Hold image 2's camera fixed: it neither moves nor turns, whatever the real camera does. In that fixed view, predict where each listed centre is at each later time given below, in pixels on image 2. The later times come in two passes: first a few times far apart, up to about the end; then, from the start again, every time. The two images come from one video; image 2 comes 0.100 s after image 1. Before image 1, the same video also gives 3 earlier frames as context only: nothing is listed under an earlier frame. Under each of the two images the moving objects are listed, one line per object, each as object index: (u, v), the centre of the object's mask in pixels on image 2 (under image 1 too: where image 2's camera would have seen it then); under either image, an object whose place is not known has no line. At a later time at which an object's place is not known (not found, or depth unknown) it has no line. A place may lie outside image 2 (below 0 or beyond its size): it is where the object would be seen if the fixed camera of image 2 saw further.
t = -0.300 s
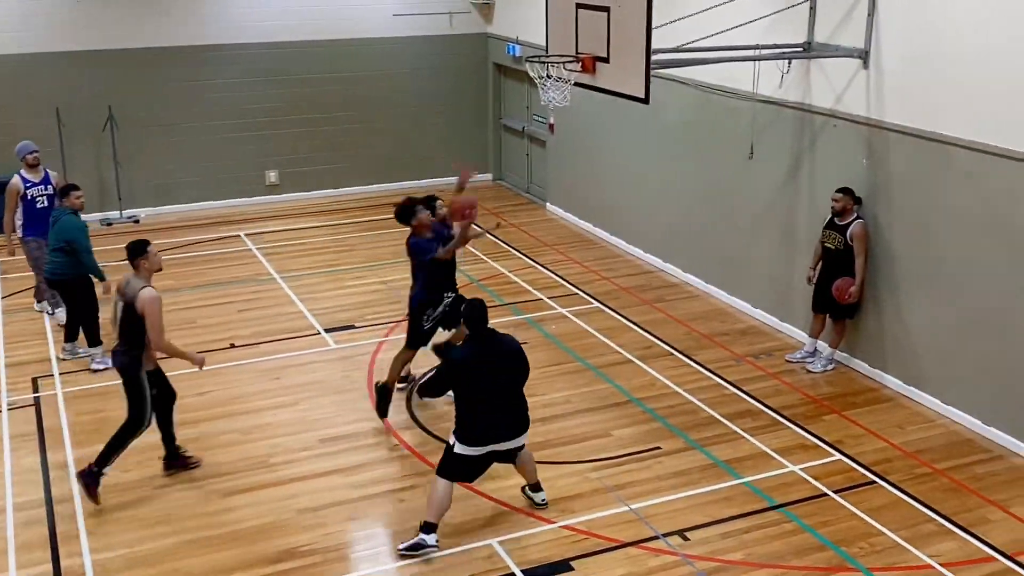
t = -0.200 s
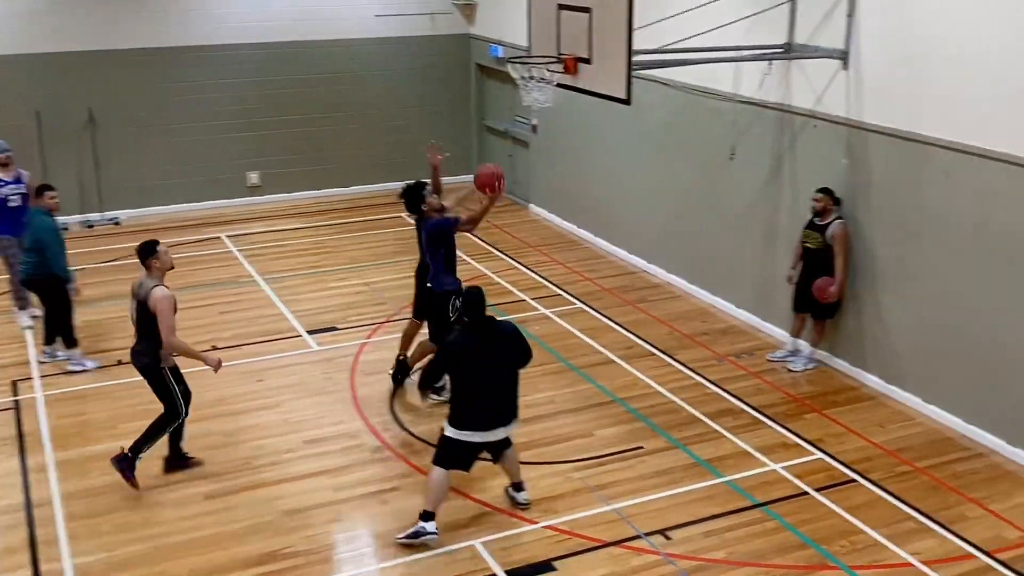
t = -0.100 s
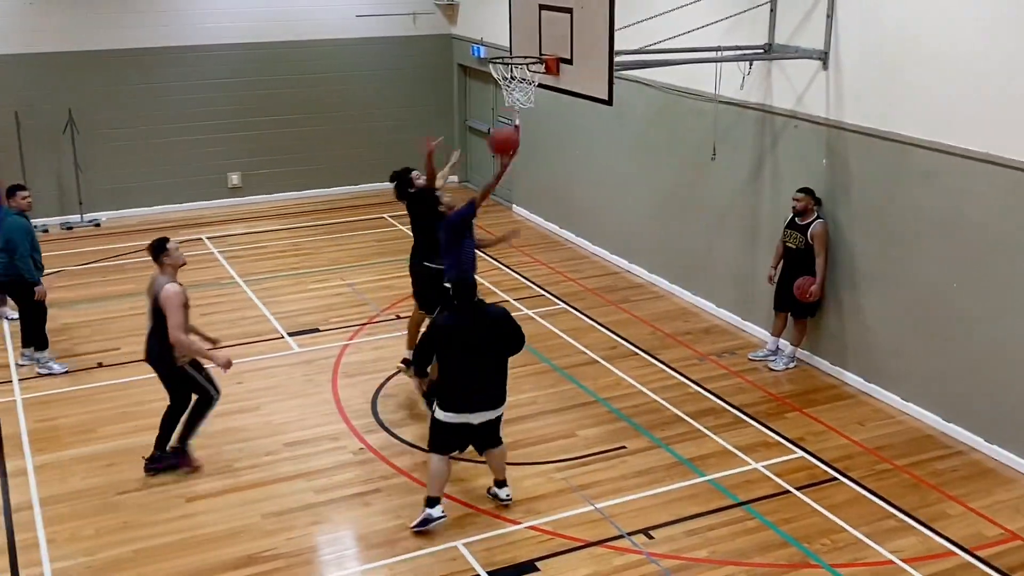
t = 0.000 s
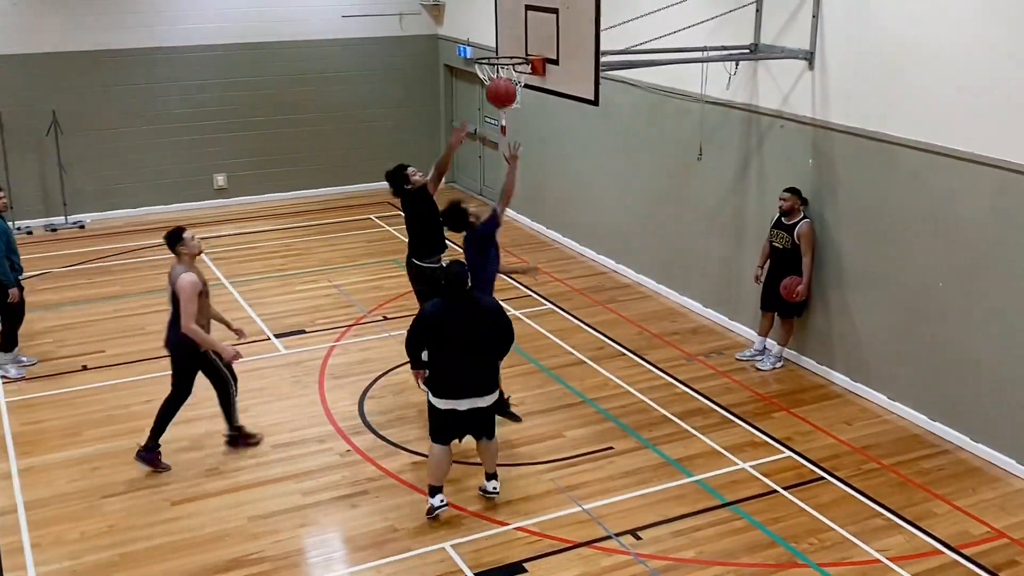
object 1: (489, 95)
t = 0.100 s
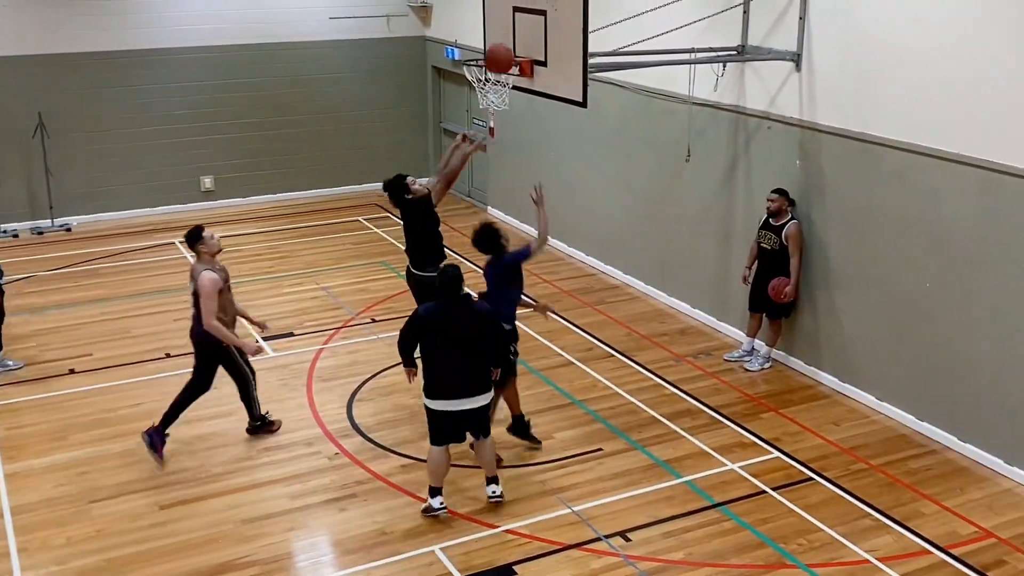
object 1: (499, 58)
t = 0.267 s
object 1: (515, 29)
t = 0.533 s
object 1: (507, 47)
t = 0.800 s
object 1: (486, 94)
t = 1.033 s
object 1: (495, 133)
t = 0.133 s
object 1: (502, 50)
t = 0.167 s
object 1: (505, 42)
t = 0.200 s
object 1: (508, 37)
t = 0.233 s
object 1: (512, 32)
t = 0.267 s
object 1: (515, 29)
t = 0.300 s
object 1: (518, 28)
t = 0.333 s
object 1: (521, 28)
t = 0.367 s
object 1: (524, 29)
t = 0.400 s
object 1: (528, 31)
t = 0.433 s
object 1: (523, 33)
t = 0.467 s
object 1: (518, 37)
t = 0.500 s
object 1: (512, 42)
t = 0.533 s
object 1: (507, 47)
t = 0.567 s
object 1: (501, 53)
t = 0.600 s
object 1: (496, 63)
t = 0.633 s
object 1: (490, 76)
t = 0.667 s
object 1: (486, 83)
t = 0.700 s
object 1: (483, 88)
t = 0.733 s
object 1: (486, 85)
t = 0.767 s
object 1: (484, 90)
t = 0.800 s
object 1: (486, 94)
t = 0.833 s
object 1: (483, 105)
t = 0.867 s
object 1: (484, 107)
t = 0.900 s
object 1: (486, 110)
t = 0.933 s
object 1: (489, 113)
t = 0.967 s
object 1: (492, 118)
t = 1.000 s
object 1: (494, 124)
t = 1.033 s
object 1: (495, 133)
